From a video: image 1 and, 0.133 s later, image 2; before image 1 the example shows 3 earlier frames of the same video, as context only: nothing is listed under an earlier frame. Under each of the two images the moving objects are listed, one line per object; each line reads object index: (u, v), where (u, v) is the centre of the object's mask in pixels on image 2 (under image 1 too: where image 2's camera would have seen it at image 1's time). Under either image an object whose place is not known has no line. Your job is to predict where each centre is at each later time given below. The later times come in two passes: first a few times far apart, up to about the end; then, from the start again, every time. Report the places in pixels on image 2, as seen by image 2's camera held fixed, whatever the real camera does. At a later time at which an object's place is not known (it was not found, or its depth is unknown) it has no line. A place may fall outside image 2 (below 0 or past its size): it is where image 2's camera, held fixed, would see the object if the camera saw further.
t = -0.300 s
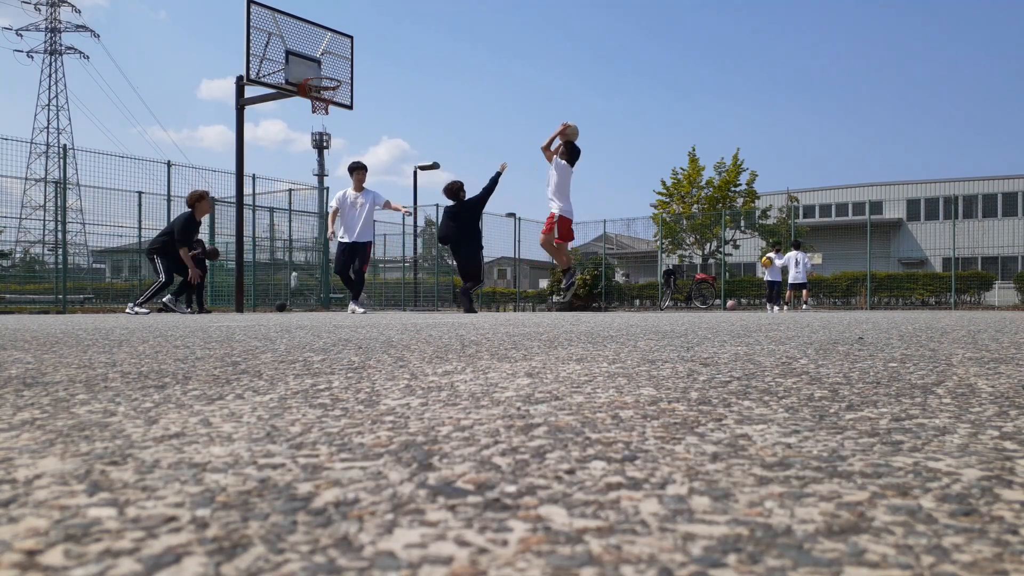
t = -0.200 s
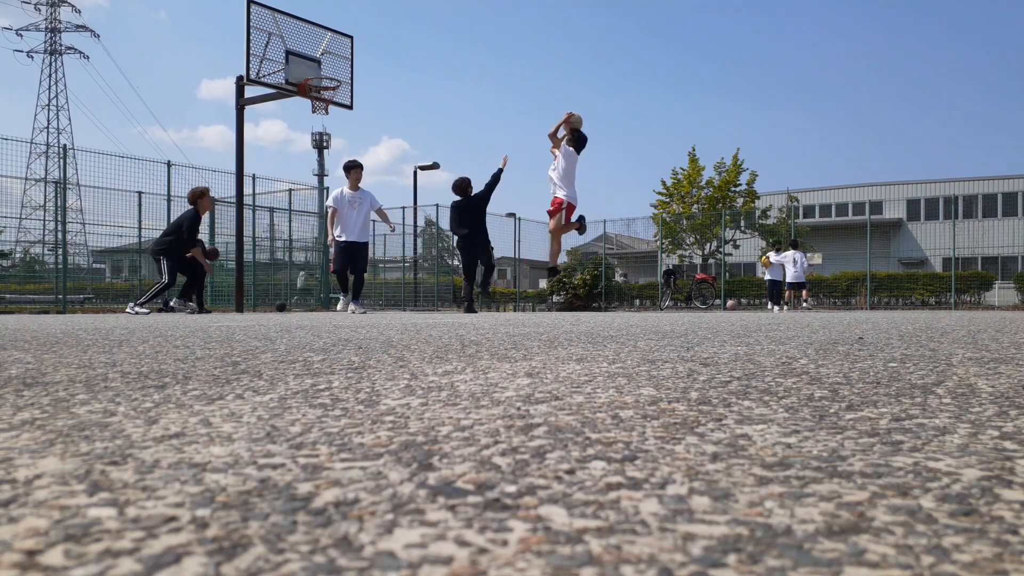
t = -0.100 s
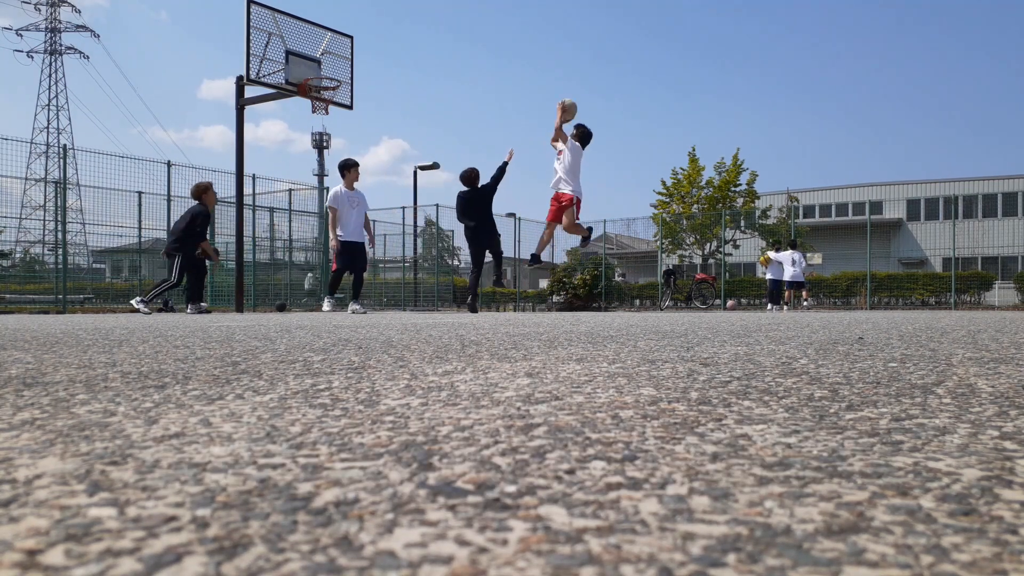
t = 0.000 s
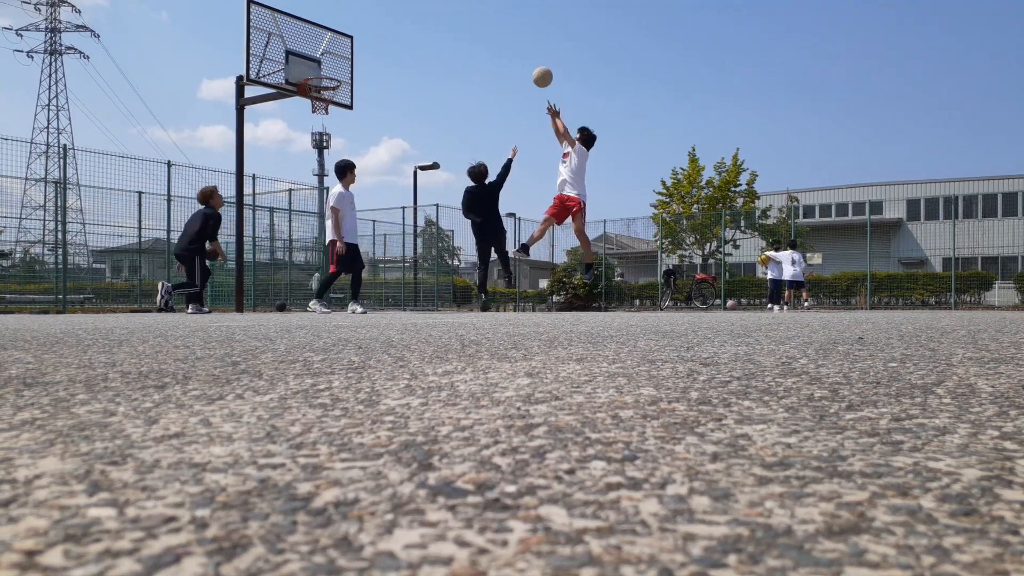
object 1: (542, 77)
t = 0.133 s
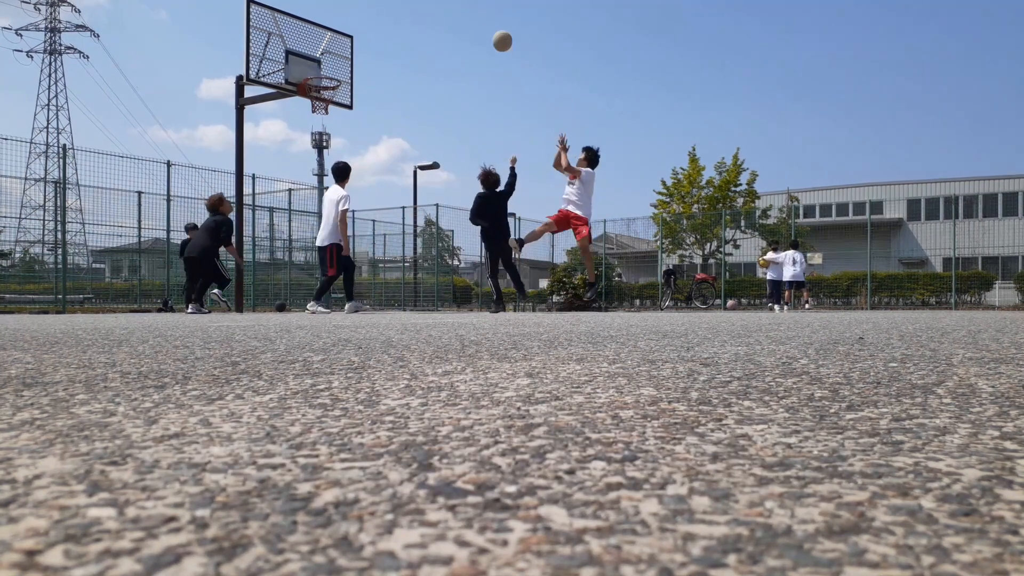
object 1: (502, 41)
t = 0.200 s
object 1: (482, 29)
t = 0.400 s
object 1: (426, 15)
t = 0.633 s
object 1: (364, 38)
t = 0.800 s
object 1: (322, 78)
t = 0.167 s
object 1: (492, 35)
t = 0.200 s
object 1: (482, 29)
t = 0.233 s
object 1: (473, 25)
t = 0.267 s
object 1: (463, 21)
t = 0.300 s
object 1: (454, 18)
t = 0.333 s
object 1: (444, 16)
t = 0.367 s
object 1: (435, 15)
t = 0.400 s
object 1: (426, 15)
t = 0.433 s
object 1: (417, 16)
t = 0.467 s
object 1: (408, 18)
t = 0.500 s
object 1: (399, 20)
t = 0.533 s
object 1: (390, 23)
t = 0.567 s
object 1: (381, 27)
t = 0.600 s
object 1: (372, 32)
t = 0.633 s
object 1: (364, 38)
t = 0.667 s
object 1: (355, 45)
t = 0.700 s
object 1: (346, 52)
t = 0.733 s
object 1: (338, 60)
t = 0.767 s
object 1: (329, 69)
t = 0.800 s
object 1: (322, 78)
